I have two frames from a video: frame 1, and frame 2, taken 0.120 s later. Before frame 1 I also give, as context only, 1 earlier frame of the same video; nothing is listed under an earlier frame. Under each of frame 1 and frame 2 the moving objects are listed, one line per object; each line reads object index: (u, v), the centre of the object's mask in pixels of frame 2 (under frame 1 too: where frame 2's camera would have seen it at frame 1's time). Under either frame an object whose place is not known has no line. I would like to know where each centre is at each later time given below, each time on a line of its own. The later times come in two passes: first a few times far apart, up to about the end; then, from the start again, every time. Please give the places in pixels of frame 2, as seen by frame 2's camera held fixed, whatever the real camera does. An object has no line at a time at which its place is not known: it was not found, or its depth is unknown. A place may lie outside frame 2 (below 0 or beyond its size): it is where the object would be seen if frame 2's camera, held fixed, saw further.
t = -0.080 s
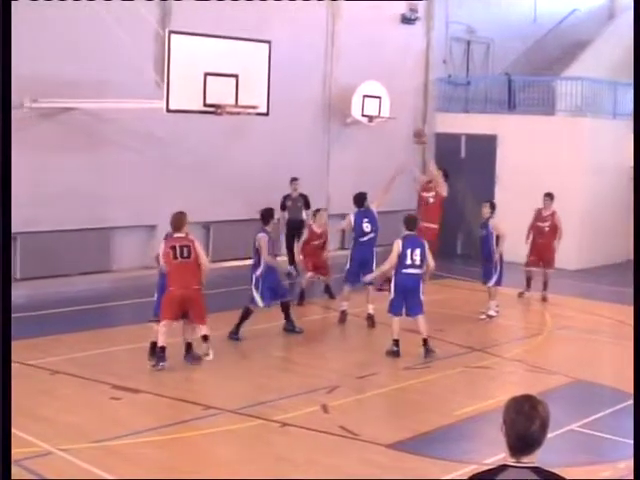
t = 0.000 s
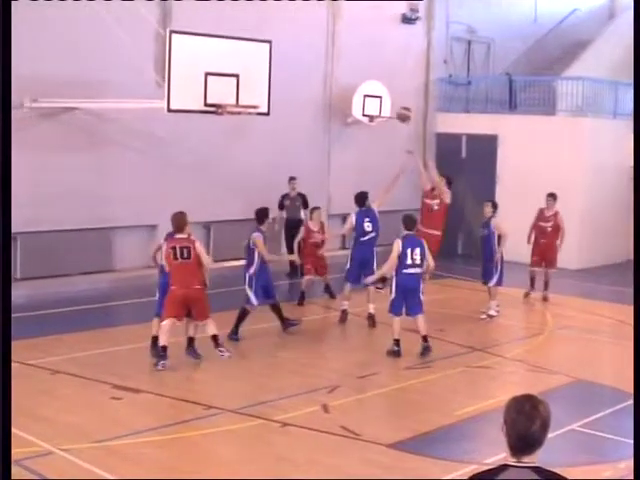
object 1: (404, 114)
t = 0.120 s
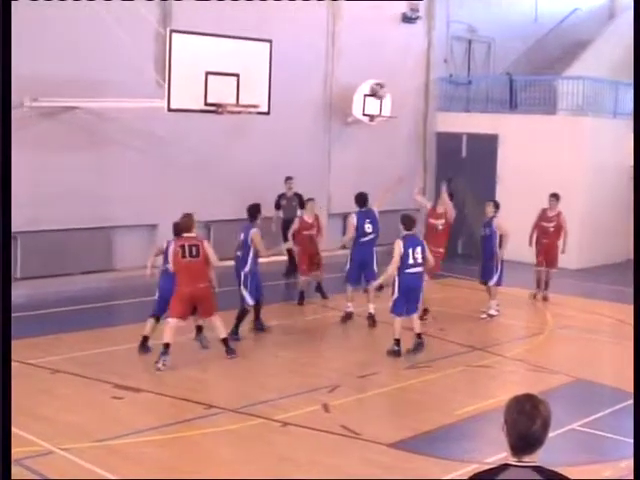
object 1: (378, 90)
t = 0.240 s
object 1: (350, 77)
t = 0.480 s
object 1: (291, 81)
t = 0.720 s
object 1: (273, 81)
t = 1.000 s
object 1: (297, 83)
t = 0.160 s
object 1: (369, 85)
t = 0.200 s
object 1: (359, 80)
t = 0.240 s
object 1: (350, 77)
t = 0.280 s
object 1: (340, 75)
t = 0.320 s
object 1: (331, 74)
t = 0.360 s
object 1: (321, 74)
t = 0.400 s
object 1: (312, 74)
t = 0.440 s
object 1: (302, 76)
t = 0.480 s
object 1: (291, 81)
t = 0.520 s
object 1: (281, 85)
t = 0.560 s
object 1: (271, 91)
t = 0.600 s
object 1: (262, 97)
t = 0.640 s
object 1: (265, 90)
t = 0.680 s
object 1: (269, 85)
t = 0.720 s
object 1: (273, 81)
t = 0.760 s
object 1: (277, 77)
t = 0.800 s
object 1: (281, 75)
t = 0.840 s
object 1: (283, 74)
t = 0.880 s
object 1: (287, 75)
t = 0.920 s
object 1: (290, 76)
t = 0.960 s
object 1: (294, 79)
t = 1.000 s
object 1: (297, 83)
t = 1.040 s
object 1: (300, 88)
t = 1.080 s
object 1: (303, 95)
